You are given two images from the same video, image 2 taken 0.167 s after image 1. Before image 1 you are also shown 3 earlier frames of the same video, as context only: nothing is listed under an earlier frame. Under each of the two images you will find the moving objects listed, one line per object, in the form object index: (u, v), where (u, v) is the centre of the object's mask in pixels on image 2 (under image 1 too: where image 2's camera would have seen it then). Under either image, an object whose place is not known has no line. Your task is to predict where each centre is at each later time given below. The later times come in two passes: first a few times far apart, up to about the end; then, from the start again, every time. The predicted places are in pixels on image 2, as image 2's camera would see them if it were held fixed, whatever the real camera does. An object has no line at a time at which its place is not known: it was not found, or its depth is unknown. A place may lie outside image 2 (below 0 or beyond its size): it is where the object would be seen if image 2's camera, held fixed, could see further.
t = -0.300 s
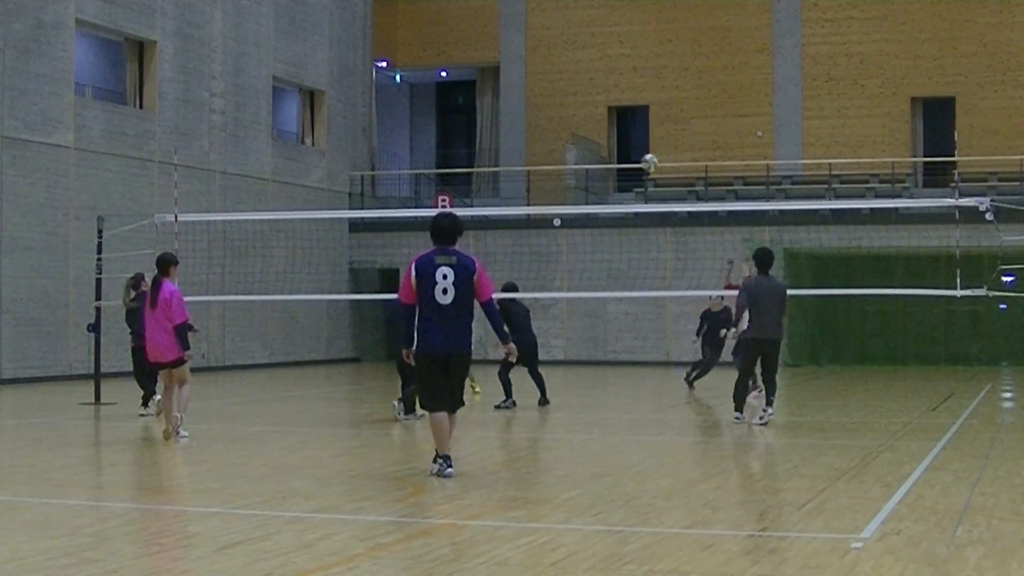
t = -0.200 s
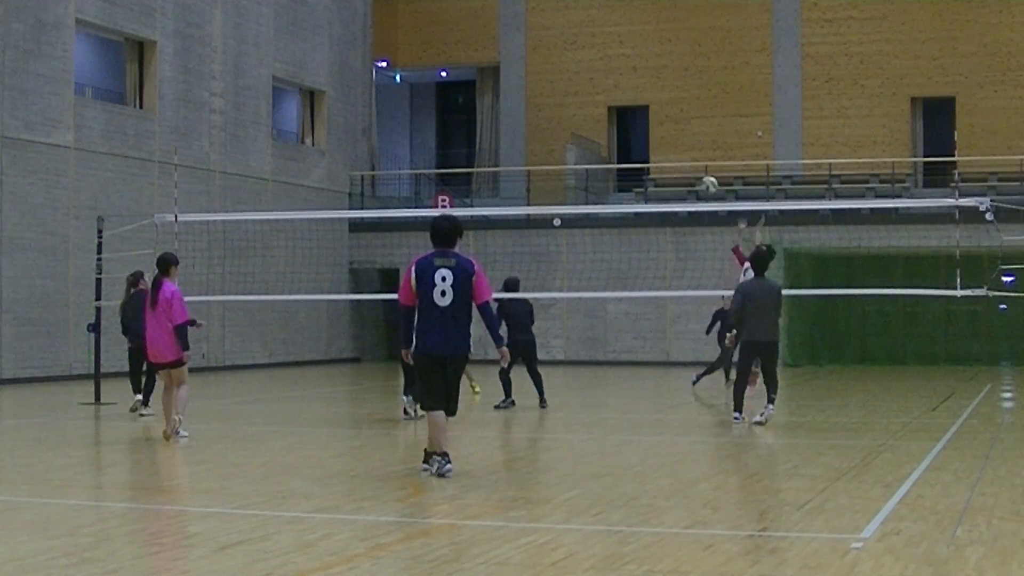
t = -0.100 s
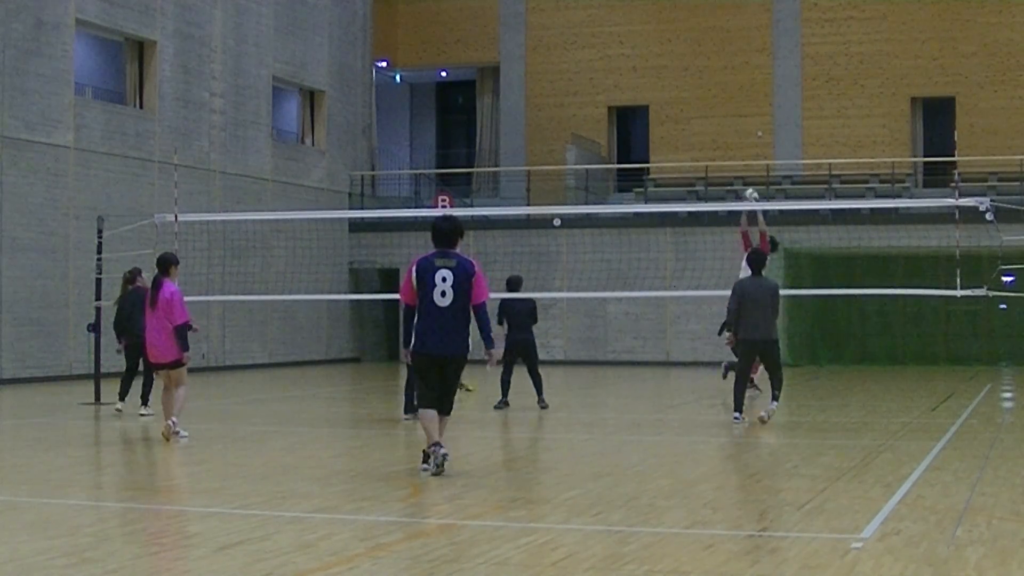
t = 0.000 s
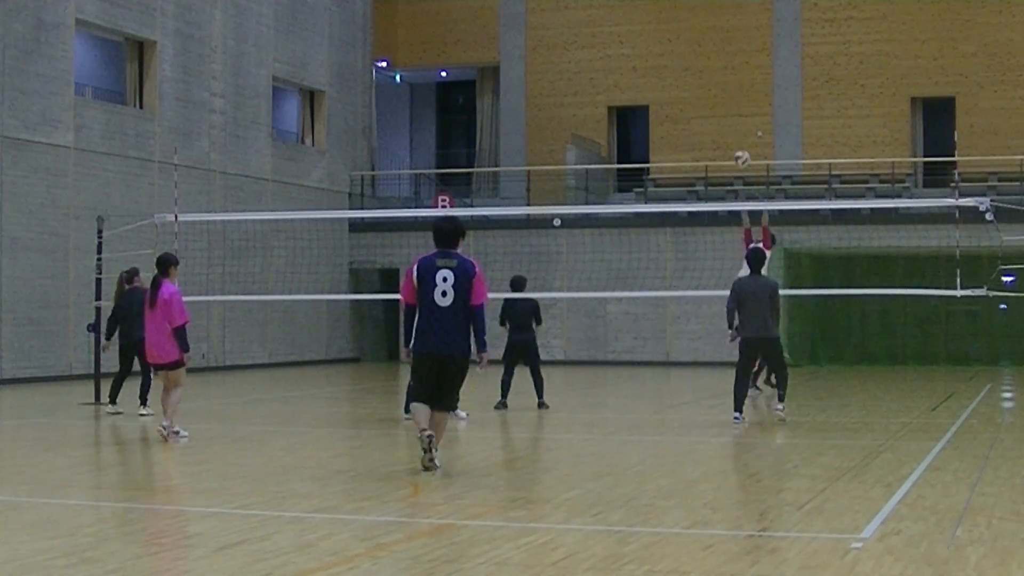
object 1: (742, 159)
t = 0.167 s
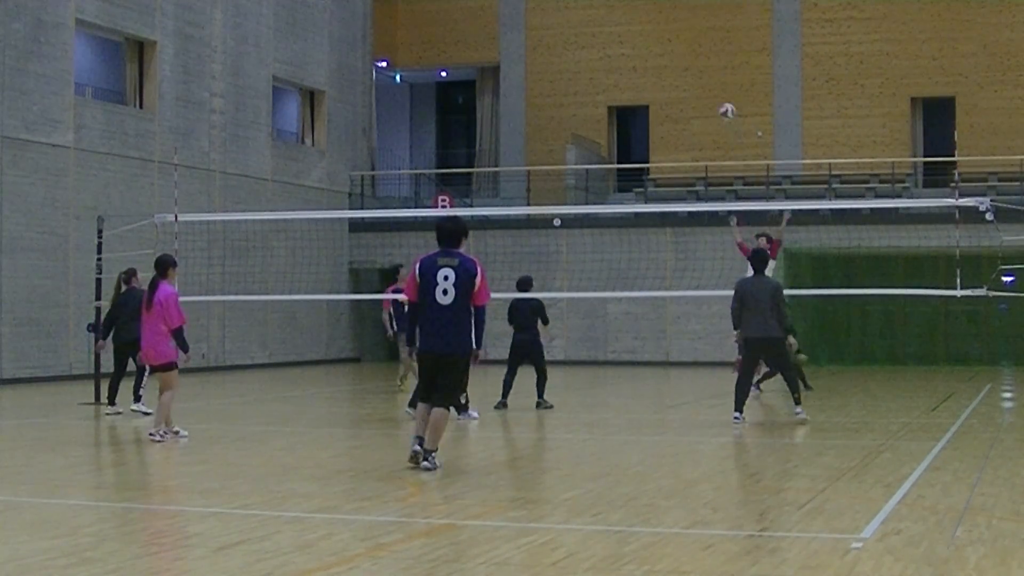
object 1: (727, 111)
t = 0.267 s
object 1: (719, 93)
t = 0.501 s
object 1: (698, 78)
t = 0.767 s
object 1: (674, 112)
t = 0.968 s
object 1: (656, 175)
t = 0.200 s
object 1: (724, 105)
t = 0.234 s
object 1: (722, 99)
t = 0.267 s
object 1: (719, 93)
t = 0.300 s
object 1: (716, 89)
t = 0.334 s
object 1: (713, 85)
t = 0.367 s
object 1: (710, 82)
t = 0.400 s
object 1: (707, 79)
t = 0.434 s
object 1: (704, 78)
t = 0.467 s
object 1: (701, 77)
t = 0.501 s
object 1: (698, 78)
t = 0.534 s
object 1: (696, 79)
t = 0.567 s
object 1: (692, 81)
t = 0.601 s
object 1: (689, 84)
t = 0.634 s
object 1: (685, 87)
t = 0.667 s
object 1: (683, 92)
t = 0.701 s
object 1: (681, 98)
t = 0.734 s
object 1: (677, 105)
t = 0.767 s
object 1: (674, 112)
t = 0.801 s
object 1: (671, 120)
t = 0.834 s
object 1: (668, 129)
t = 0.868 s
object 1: (666, 139)
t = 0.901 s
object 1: (662, 151)
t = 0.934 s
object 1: (658, 162)
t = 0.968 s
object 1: (656, 175)
